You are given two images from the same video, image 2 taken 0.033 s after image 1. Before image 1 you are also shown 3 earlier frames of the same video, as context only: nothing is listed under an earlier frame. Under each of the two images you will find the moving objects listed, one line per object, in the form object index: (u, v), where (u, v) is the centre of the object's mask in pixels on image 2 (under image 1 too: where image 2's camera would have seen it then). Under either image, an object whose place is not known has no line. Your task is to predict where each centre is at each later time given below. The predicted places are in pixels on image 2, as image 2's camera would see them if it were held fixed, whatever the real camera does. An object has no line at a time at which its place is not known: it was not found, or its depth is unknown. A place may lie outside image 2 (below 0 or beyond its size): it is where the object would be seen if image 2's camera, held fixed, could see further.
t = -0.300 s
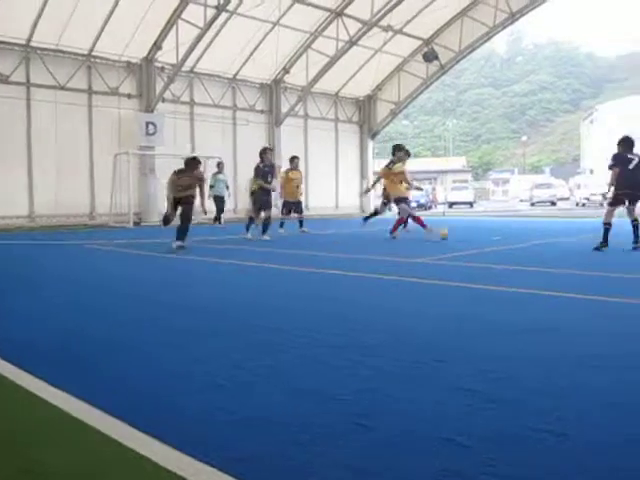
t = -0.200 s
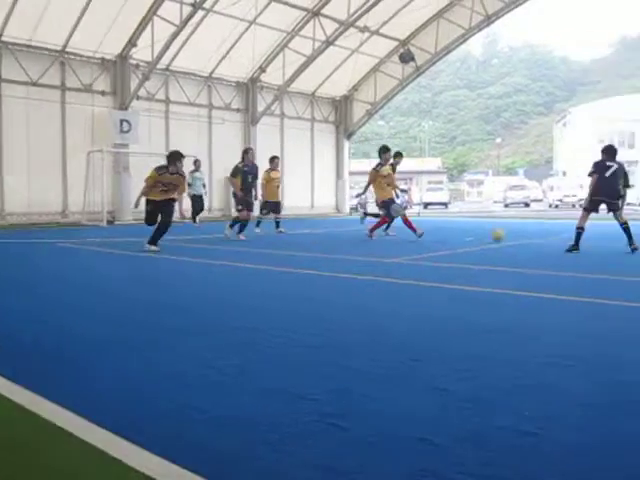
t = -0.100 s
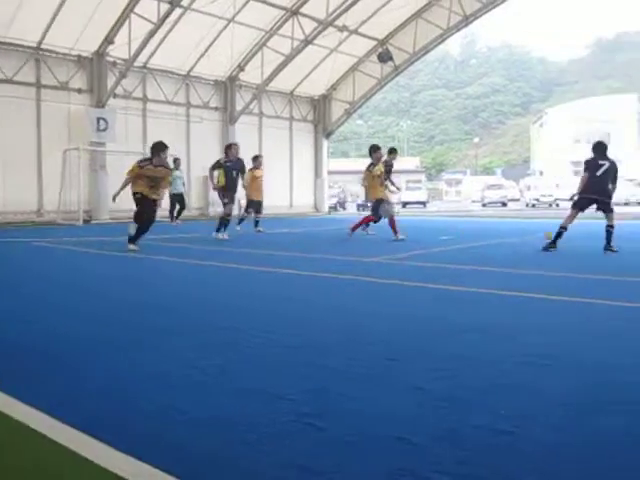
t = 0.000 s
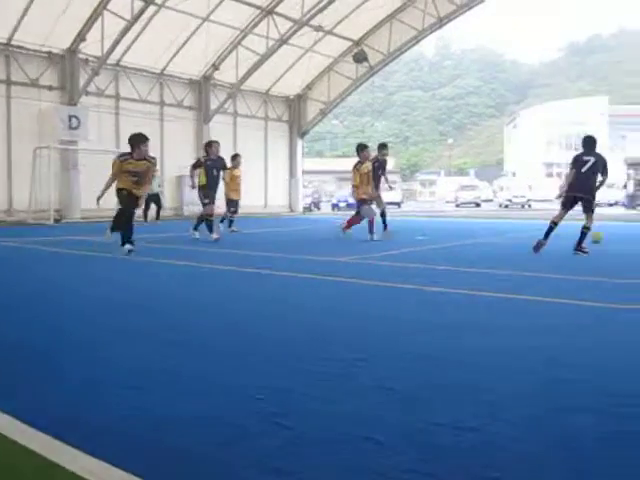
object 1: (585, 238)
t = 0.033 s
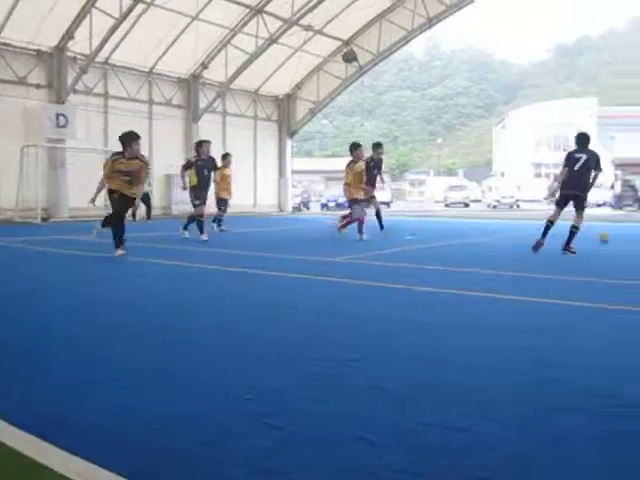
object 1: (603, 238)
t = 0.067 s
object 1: (627, 239)
